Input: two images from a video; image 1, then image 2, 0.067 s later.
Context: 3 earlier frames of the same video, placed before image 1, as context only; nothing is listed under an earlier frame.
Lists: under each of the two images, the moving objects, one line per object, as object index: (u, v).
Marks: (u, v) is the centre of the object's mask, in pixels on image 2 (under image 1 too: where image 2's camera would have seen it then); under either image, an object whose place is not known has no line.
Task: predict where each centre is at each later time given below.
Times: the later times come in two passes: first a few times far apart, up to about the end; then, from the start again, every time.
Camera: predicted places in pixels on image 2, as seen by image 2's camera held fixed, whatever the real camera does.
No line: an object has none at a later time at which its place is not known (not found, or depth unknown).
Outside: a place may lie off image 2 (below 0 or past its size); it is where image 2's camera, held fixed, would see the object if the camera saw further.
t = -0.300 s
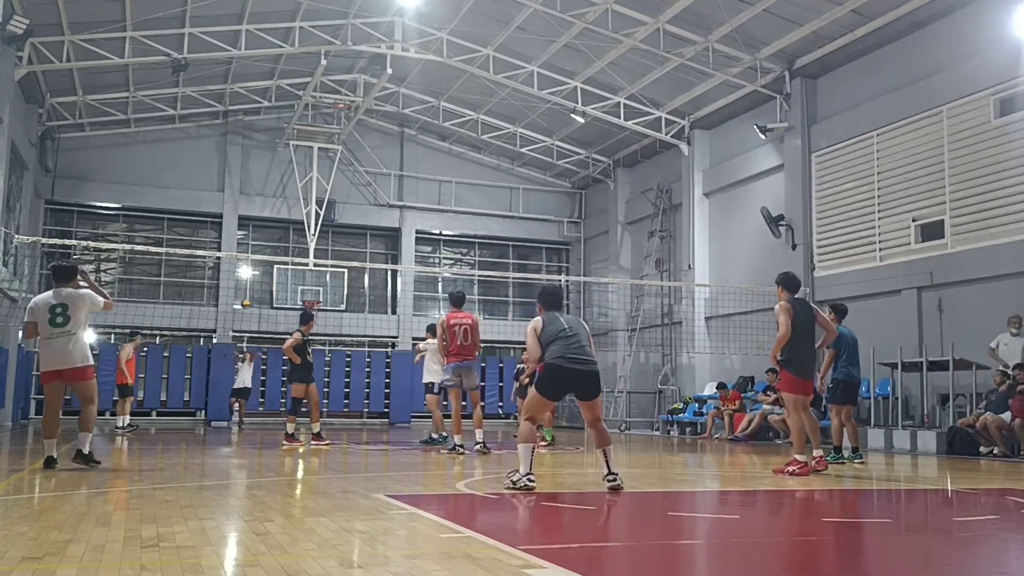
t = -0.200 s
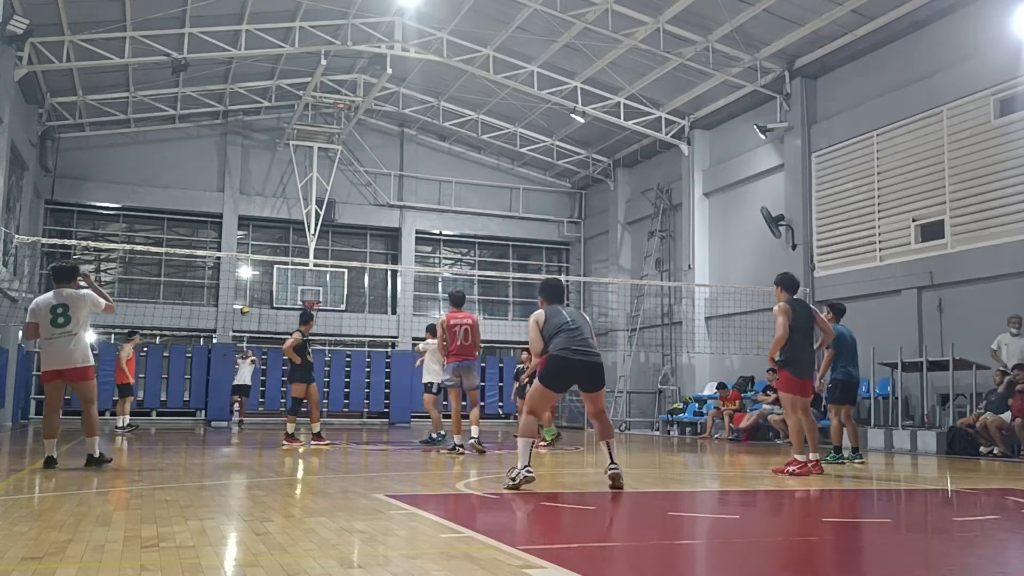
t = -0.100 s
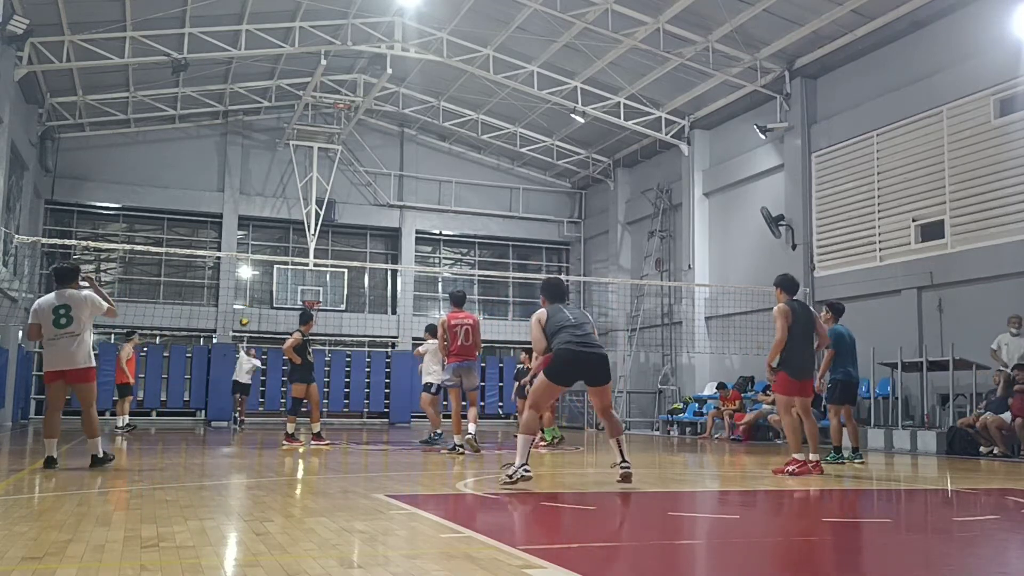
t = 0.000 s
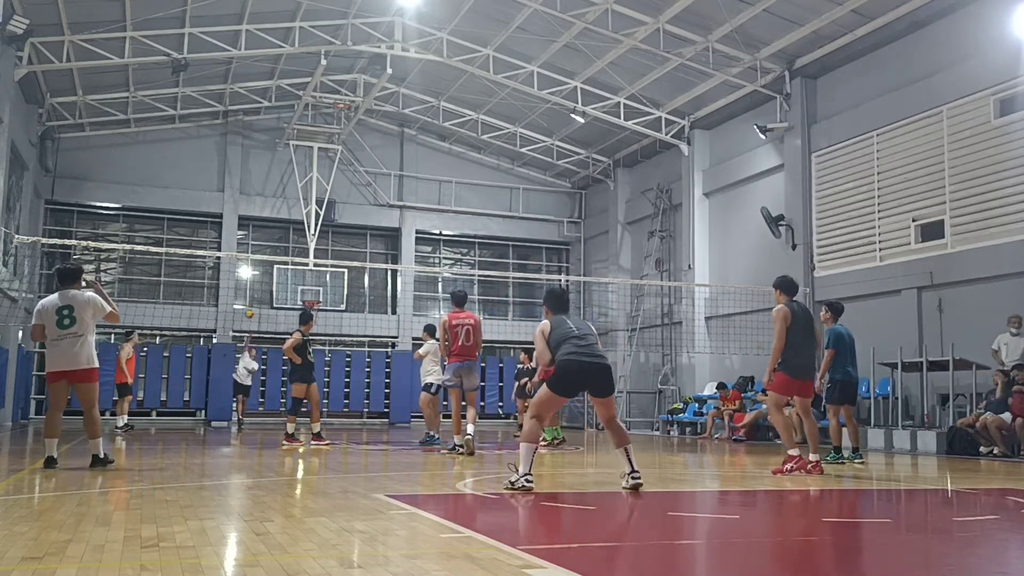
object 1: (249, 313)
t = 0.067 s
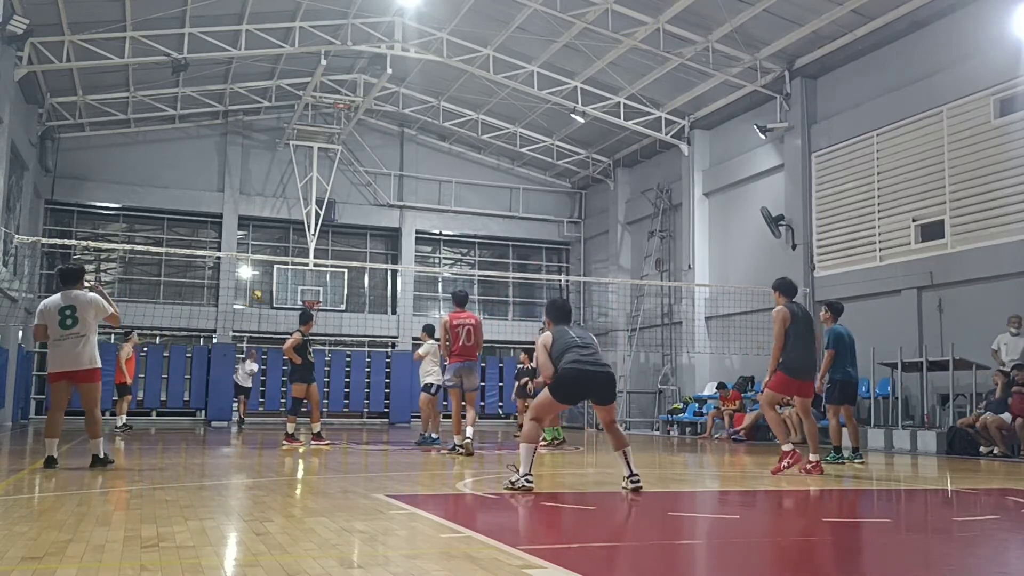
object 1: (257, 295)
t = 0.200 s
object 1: (269, 263)
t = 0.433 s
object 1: (299, 211)
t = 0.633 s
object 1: (332, 185)
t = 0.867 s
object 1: (389, 182)
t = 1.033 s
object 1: (447, 213)
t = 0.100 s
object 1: (261, 286)
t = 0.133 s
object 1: (263, 278)
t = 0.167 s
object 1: (267, 269)
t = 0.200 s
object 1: (269, 263)
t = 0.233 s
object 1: (274, 252)
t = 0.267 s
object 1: (278, 245)
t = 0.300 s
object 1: (282, 238)
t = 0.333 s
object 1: (287, 230)
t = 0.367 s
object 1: (290, 224)
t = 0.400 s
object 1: (294, 218)
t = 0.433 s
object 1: (299, 211)
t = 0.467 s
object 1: (304, 205)
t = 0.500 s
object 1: (308, 199)
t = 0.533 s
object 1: (313, 194)
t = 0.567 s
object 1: (319, 191)
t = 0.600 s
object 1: (325, 187)
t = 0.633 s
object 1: (332, 185)
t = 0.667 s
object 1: (339, 182)
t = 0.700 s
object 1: (346, 181)
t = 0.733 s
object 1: (355, 180)
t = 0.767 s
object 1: (363, 179)
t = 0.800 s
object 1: (371, 179)
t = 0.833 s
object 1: (380, 181)
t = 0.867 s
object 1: (389, 182)
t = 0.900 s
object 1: (399, 186)
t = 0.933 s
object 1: (410, 190)
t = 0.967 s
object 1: (421, 195)
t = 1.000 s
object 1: (433, 204)
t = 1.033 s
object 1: (447, 213)
